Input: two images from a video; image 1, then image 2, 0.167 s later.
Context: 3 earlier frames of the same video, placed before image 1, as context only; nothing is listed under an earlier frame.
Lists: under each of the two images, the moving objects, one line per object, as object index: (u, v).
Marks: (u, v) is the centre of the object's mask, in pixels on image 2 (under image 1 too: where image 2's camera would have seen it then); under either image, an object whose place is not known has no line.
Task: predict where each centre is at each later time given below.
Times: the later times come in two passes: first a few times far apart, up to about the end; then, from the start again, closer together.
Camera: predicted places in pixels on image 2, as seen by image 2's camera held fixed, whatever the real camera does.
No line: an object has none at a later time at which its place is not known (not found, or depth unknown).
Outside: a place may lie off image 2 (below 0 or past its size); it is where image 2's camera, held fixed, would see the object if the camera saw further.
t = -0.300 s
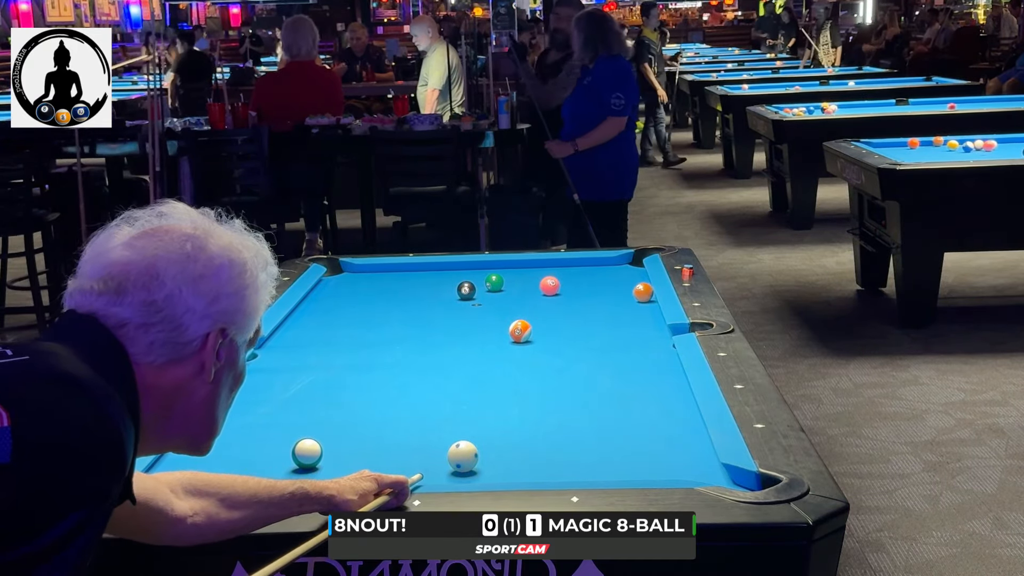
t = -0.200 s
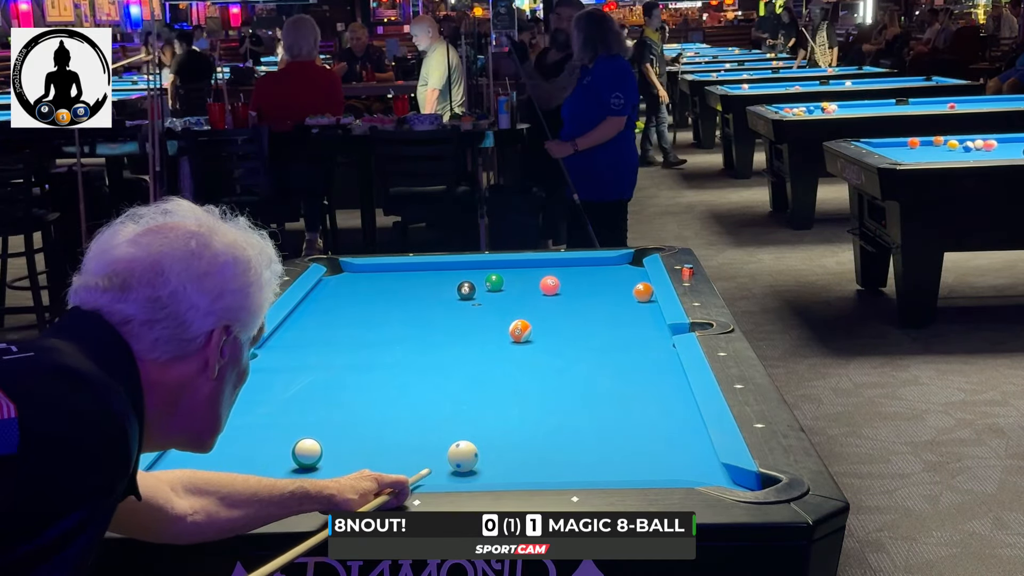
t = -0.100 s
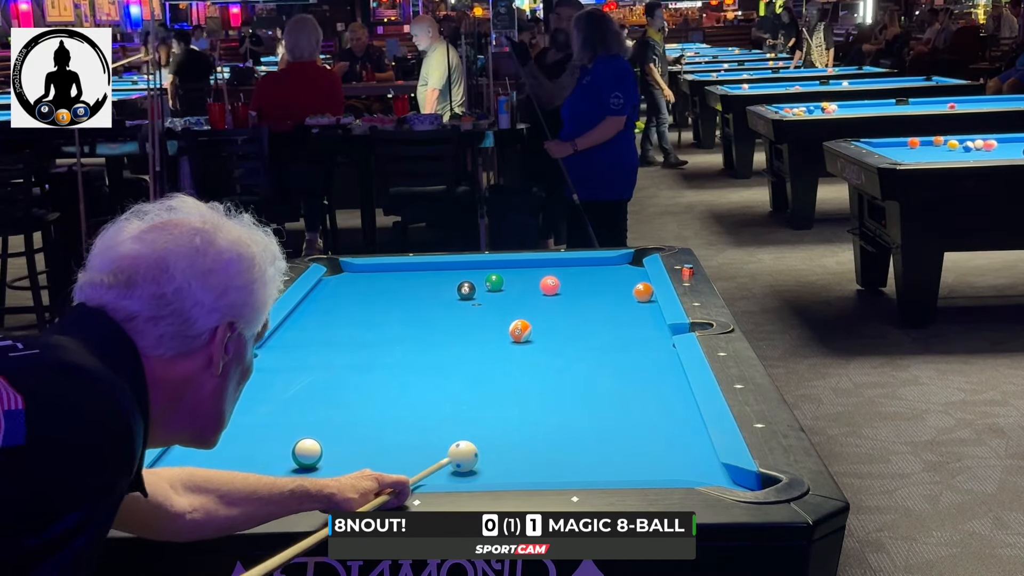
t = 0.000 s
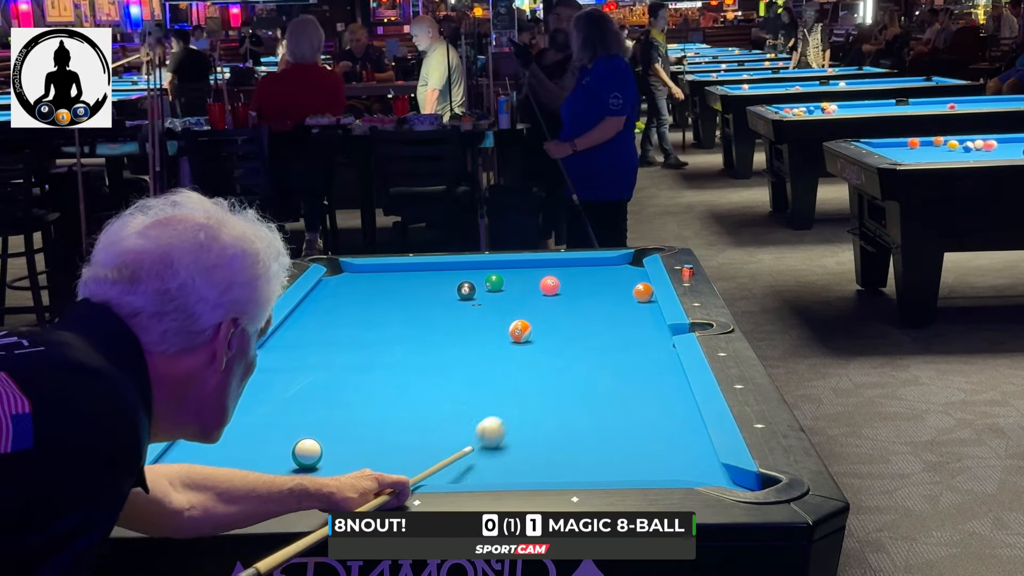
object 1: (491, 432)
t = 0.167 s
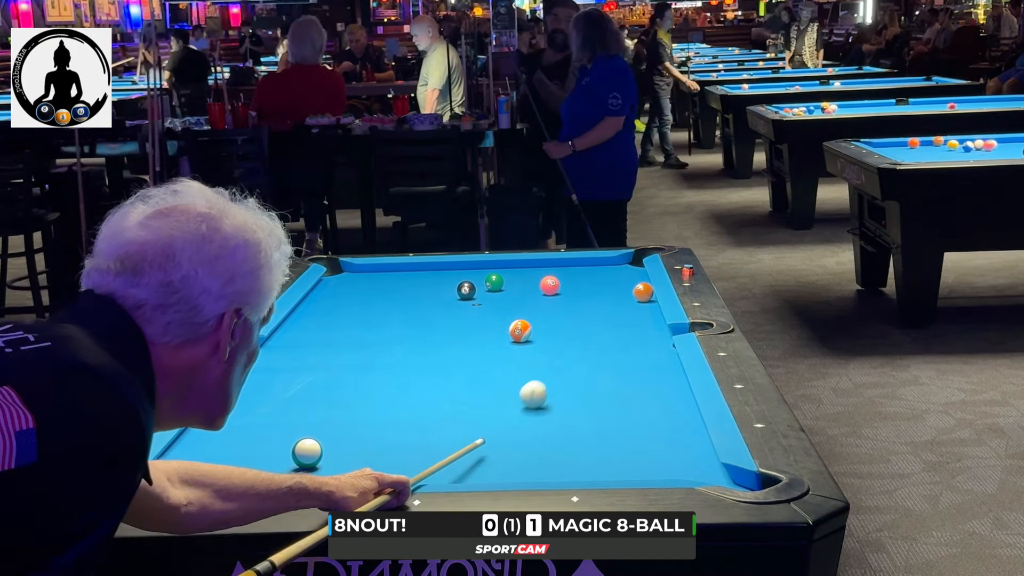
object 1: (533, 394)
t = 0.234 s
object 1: (548, 382)
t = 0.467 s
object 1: (592, 343)
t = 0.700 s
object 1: (627, 313)
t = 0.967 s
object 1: (632, 295)
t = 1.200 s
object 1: (611, 290)
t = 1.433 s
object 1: (591, 286)
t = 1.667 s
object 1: (573, 282)
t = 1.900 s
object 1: (559, 277)
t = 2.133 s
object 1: (541, 273)
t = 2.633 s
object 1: (510, 267)
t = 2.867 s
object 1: (503, 265)
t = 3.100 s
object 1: (493, 263)
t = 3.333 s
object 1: (486, 264)
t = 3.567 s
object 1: (480, 266)
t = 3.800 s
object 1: (475, 267)
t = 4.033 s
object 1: (471, 268)
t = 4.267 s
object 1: (468, 269)
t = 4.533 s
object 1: (466, 270)
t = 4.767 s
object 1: (465, 270)
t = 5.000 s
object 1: (465, 270)
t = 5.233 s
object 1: (465, 270)
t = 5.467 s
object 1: (465, 270)
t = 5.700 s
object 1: (465, 270)
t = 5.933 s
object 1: (465, 270)
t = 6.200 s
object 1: (465, 270)
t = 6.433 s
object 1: (465, 270)
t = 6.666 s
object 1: (465, 270)
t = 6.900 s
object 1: (465, 270)
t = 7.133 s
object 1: (465, 270)
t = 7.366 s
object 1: (465, 270)
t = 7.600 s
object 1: (465, 270)
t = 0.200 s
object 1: (541, 388)
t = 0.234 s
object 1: (548, 382)
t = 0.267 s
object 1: (555, 376)
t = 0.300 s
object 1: (562, 370)
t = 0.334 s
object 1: (568, 364)
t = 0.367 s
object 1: (574, 359)
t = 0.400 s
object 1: (580, 353)
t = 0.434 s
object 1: (586, 348)
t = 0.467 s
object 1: (592, 343)
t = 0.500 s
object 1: (597, 339)
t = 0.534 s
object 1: (602, 334)
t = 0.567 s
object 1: (608, 330)
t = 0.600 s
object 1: (613, 325)
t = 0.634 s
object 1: (617, 321)
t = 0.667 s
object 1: (622, 317)
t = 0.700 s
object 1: (627, 313)
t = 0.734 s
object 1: (632, 309)
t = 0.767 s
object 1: (636, 305)
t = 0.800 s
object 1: (640, 302)
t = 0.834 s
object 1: (644, 298)
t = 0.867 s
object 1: (644, 296)
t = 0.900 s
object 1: (640, 296)
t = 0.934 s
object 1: (636, 296)
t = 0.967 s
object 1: (632, 295)
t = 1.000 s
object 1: (629, 294)
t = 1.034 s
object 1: (626, 294)
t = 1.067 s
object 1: (623, 293)
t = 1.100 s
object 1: (620, 292)
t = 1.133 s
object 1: (617, 292)
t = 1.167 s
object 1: (614, 291)
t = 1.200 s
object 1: (611, 290)
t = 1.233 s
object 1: (608, 290)
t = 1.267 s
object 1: (605, 289)
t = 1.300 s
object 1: (602, 288)
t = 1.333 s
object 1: (599, 288)
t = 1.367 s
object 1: (597, 287)
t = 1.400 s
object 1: (594, 287)
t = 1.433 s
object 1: (591, 286)
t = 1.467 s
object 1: (589, 285)
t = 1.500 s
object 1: (586, 285)
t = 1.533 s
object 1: (583, 284)
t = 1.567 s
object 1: (581, 284)
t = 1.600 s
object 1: (578, 283)
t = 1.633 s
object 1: (576, 282)
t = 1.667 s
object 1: (573, 282)
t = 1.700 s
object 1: (571, 281)
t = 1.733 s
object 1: (569, 281)
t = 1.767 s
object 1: (566, 280)
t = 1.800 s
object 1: (565, 280)
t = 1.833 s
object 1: (563, 279)
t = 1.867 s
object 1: (561, 278)
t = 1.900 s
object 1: (559, 277)
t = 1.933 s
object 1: (557, 275)
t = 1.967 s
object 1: (554, 274)
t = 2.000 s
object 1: (551, 273)
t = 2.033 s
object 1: (548, 273)
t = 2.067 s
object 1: (546, 273)
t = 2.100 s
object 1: (543, 273)
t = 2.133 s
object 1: (541, 273)
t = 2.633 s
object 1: (510, 267)
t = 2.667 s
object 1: (512, 268)
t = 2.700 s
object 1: (511, 268)
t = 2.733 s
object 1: (509, 267)
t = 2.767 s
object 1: (508, 267)
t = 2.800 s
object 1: (506, 266)
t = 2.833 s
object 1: (505, 266)
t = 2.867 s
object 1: (503, 265)
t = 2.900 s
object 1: (502, 265)
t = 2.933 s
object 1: (500, 265)
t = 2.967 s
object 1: (499, 265)
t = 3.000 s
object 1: (497, 264)
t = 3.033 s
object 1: (495, 264)
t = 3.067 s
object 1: (494, 264)
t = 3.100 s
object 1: (493, 263)
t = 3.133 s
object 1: (492, 263)
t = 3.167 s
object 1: (491, 263)
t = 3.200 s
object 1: (490, 264)
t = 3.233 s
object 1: (488, 264)
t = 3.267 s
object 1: (488, 264)
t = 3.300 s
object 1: (487, 264)
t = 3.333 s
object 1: (486, 264)
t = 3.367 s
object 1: (485, 265)
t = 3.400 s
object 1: (484, 265)
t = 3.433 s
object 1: (483, 265)
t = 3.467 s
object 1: (482, 265)
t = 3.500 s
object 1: (482, 266)
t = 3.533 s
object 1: (481, 266)
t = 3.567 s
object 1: (480, 266)
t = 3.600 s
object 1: (479, 267)
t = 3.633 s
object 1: (479, 267)
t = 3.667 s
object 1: (478, 267)
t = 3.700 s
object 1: (477, 267)
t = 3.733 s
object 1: (477, 267)
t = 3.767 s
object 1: (476, 267)
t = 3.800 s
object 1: (475, 267)
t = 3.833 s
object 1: (475, 267)
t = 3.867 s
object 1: (474, 267)
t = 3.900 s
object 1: (473, 268)
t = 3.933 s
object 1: (473, 268)
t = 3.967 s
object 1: (472, 268)
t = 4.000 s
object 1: (472, 268)
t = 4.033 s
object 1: (471, 268)
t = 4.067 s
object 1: (471, 268)
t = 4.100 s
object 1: (470, 268)
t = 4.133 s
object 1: (470, 268)
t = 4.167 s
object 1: (469, 269)
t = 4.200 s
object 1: (469, 269)
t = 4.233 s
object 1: (468, 269)
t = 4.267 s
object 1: (468, 269)
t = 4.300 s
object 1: (467, 269)
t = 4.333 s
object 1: (467, 269)
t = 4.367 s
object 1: (467, 269)
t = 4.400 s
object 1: (467, 269)
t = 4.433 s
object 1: (466, 269)
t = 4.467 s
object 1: (466, 269)
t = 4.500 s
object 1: (466, 270)
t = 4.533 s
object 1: (466, 270)
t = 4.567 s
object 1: (466, 270)
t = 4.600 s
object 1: (465, 270)
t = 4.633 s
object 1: (465, 270)
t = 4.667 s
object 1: (465, 270)
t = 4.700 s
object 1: (465, 270)
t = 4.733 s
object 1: (465, 270)
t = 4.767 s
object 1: (465, 270)
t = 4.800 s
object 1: (465, 270)
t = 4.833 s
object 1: (465, 270)
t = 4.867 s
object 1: (465, 270)
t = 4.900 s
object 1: (465, 270)
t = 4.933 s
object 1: (465, 270)
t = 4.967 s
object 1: (465, 270)
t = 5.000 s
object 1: (465, 270)
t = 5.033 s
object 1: (465, 270)
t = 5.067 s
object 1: (465, 270)
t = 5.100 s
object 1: (465, 270)
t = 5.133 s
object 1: (465, 270)
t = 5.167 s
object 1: (465, 270)
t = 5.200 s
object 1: (465, 270)
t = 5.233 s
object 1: (465, 270)
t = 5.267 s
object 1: (465, 270)
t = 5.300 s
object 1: (465, 270)
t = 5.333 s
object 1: (465, 270)
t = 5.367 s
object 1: (465, 270)
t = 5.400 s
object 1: (465, 270)
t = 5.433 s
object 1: (465, 270)
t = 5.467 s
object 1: (465, 270)
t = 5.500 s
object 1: (465, 270)
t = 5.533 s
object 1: (465, 270)
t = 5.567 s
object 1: (465, 270)
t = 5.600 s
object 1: (465, 270)
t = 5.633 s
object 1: (465, 270)
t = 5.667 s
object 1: (465, 270)
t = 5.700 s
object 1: (465, 270)
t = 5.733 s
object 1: (465, 270)
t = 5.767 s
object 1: (465, 270)
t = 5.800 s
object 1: (465, 270)
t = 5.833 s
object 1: (465, 270)
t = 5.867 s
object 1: (465, 270)
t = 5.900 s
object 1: (465, 270)
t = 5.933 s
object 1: (465, 270)
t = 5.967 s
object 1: (465, 270)
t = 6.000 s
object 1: (465, 270)
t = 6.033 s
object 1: (465, 270)
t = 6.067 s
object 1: (465, 270)
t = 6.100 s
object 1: (465, 270)
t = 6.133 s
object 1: (465, 270)
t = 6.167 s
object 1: (465, 270)
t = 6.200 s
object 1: (465, 270)
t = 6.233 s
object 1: (465, 270)
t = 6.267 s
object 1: (465, 270)
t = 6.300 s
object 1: (465, 270)
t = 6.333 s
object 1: (465, 270)
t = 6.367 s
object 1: (465, 270)
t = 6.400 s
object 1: (465, 270)
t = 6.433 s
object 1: (465, 270)
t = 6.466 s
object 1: (465, 270)
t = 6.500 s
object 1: (465, 270)
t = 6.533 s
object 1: (465, 270)
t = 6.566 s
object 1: (465, 270)
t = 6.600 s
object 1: (465, 270)
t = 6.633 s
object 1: (465, 270)
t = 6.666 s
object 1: (465, 270)
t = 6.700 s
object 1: (465, 270)
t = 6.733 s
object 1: (465, 270)
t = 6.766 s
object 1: (465, 270)
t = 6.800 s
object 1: (465, 270)
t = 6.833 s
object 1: (465, 270)
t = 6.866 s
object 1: (465, 270)
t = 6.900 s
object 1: (465, 270)
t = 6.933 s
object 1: (465, 270)
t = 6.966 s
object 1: (465, 270)
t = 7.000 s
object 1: (465, 270)
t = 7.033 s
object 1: (465, 270)
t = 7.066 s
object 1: (465, 270)
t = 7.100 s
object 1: (465, 270)
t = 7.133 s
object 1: (465, 270)
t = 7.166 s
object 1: (465, 270)
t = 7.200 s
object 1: (465, 270)
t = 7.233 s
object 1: (465, 270)
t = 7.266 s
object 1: (465, 270)
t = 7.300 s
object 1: (465, 270)
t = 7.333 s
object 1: (465, 270)
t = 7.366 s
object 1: (465, 270)
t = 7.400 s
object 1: (465, 270)
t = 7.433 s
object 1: (465, 270)
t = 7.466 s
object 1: (465, 270)
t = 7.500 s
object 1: (465, 270)
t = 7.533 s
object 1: (465, 270)
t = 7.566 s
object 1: (465, 270)
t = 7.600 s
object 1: (465, 270)
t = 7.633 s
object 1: (465, 270)
